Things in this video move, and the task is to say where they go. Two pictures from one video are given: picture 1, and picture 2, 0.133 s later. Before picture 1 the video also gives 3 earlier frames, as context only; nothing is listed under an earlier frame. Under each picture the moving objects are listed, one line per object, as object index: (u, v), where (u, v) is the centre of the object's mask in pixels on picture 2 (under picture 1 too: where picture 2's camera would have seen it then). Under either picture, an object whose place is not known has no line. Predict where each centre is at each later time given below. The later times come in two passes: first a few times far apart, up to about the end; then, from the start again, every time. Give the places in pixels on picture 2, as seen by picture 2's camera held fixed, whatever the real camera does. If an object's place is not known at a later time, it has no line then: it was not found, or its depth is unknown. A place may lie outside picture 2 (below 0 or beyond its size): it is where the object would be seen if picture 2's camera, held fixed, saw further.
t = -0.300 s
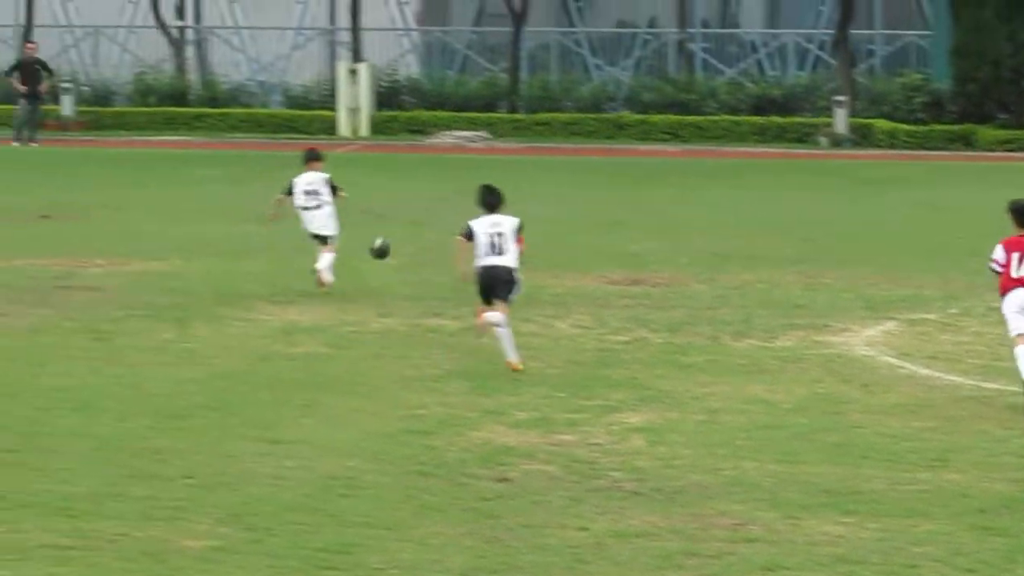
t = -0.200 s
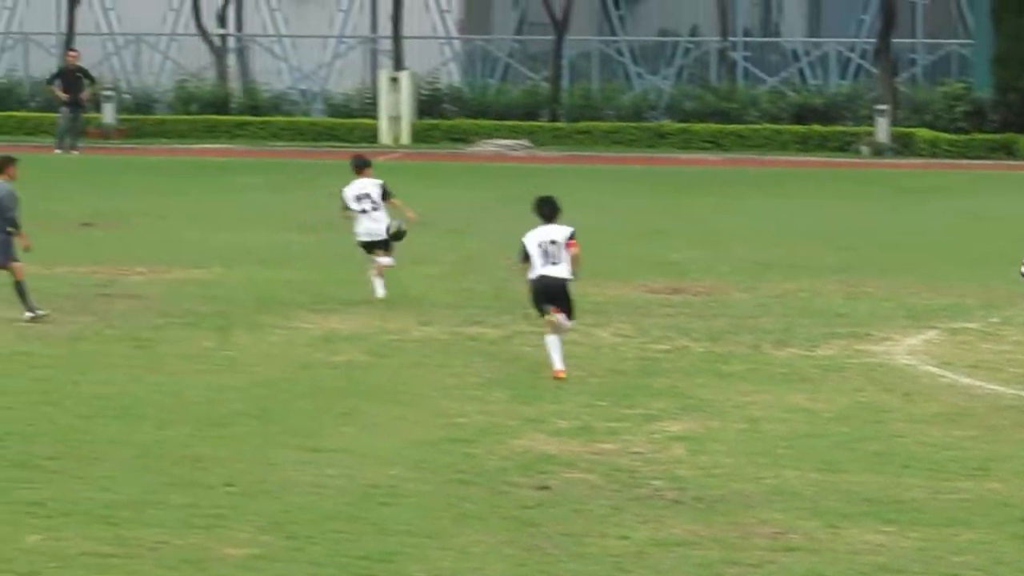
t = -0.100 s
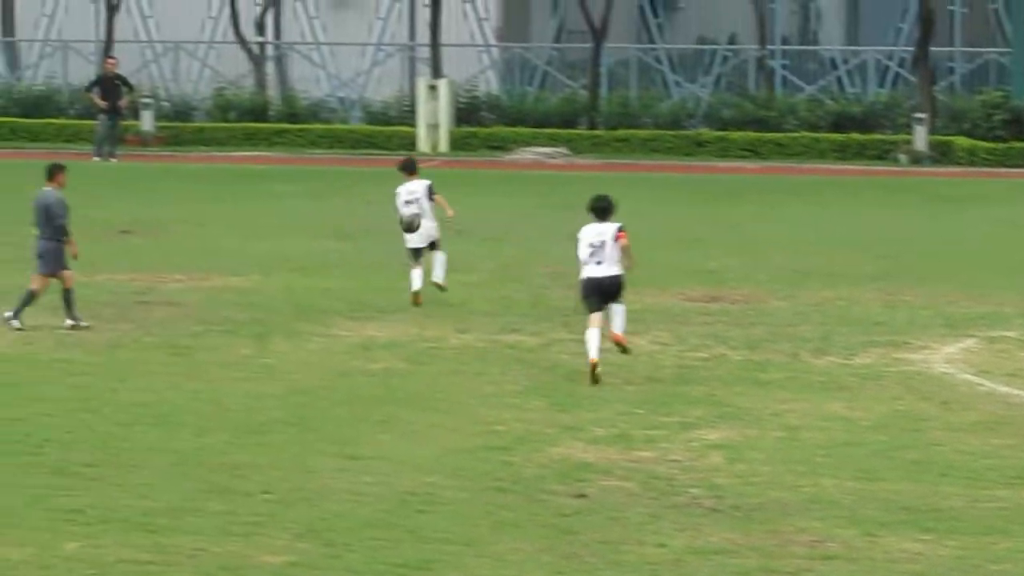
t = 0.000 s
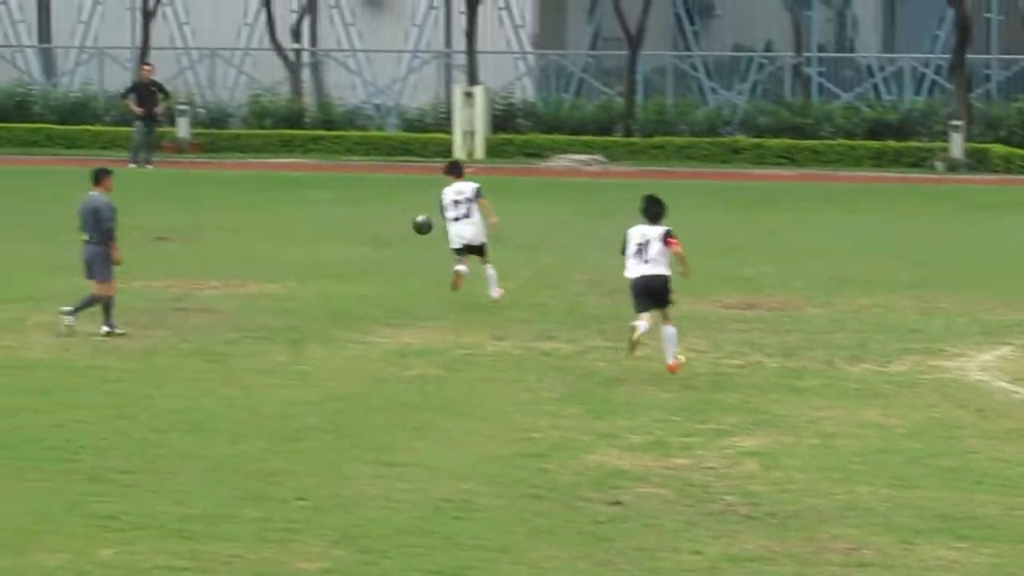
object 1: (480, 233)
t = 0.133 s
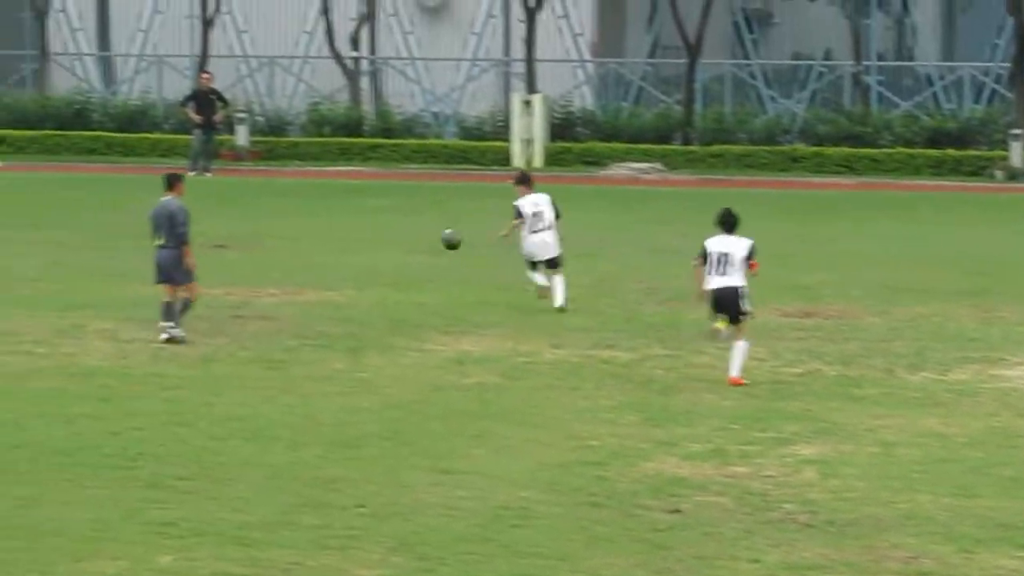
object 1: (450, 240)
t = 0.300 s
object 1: (415, 273)
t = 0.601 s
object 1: (361, 244)
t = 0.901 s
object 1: (313, 232)
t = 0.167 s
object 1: (444, 244)
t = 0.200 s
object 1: (438, 251)
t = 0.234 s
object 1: (429, 257)
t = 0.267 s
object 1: (422, 264)
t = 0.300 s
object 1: (415, 273)
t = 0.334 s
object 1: (408, 282)
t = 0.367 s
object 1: (401, 292)
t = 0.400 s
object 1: (394, 297)
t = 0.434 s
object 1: (389, 286)
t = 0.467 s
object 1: (383, 275)
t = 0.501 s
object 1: (377, 266)
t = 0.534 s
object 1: (372, 257)
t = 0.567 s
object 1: (367, 250)
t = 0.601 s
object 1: (361, 244)
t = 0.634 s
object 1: (356, 238)
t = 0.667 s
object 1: (351, 234)
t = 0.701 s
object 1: (345, 231)
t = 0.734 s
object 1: (339, 229)
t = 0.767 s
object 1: (334, 227)
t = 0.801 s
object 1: (329, 227)
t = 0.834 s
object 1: (324, 227)
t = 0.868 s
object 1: (318, 230)
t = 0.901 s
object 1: (313, 232)
